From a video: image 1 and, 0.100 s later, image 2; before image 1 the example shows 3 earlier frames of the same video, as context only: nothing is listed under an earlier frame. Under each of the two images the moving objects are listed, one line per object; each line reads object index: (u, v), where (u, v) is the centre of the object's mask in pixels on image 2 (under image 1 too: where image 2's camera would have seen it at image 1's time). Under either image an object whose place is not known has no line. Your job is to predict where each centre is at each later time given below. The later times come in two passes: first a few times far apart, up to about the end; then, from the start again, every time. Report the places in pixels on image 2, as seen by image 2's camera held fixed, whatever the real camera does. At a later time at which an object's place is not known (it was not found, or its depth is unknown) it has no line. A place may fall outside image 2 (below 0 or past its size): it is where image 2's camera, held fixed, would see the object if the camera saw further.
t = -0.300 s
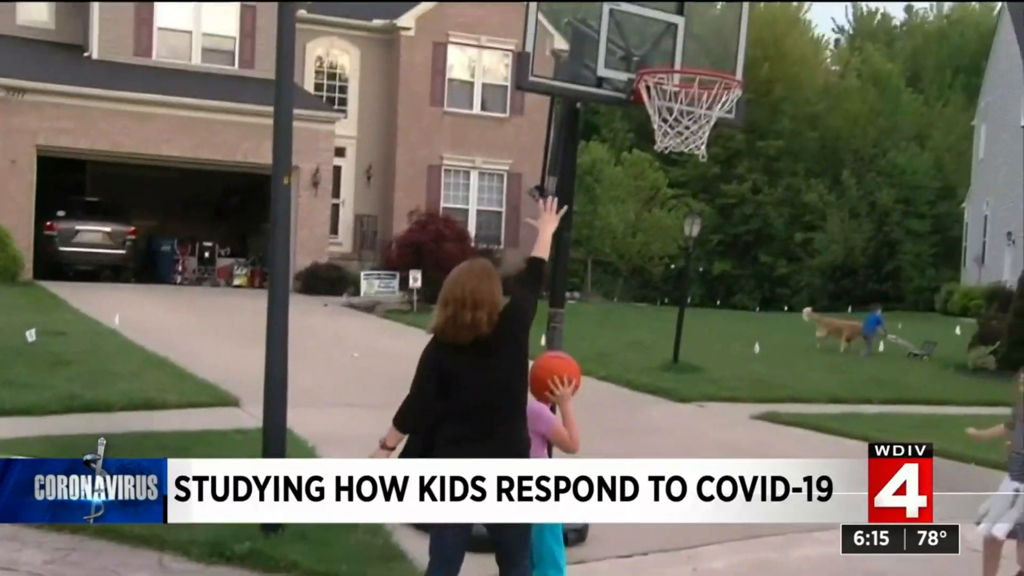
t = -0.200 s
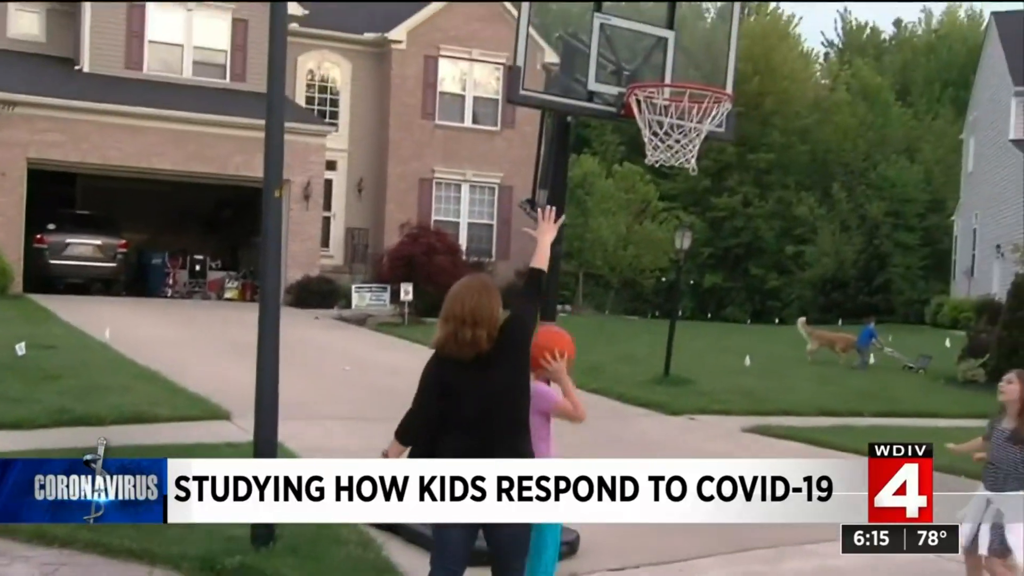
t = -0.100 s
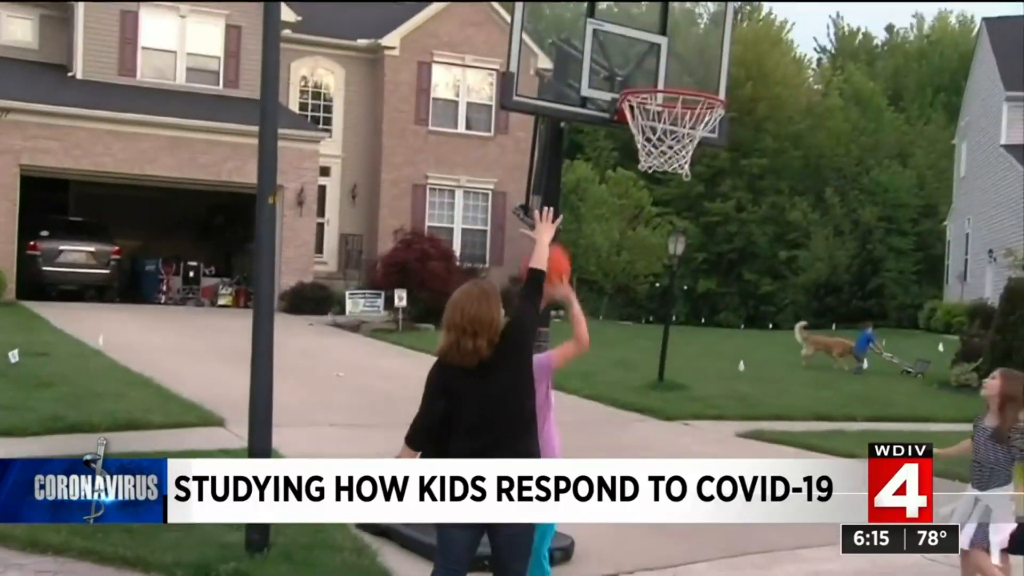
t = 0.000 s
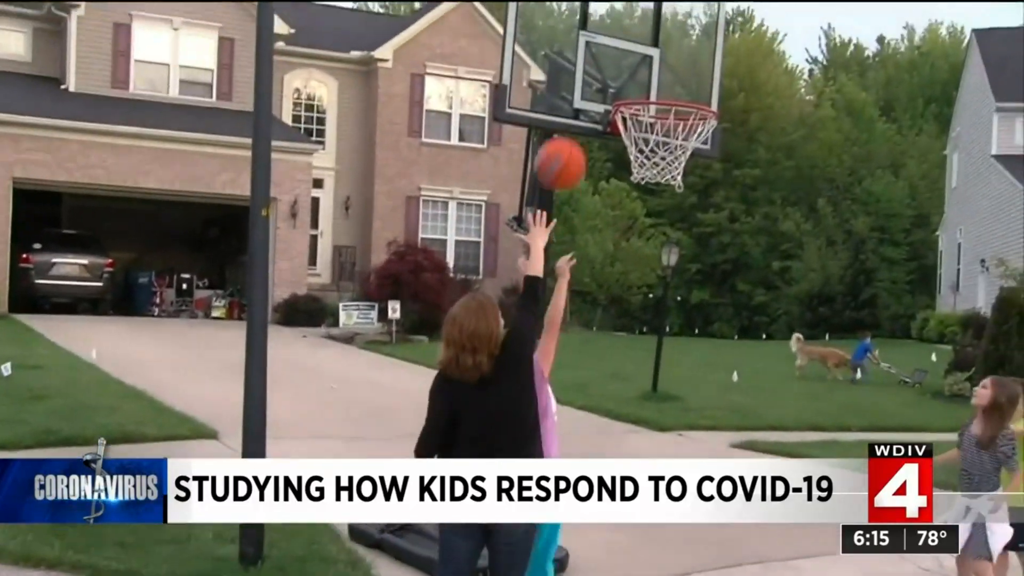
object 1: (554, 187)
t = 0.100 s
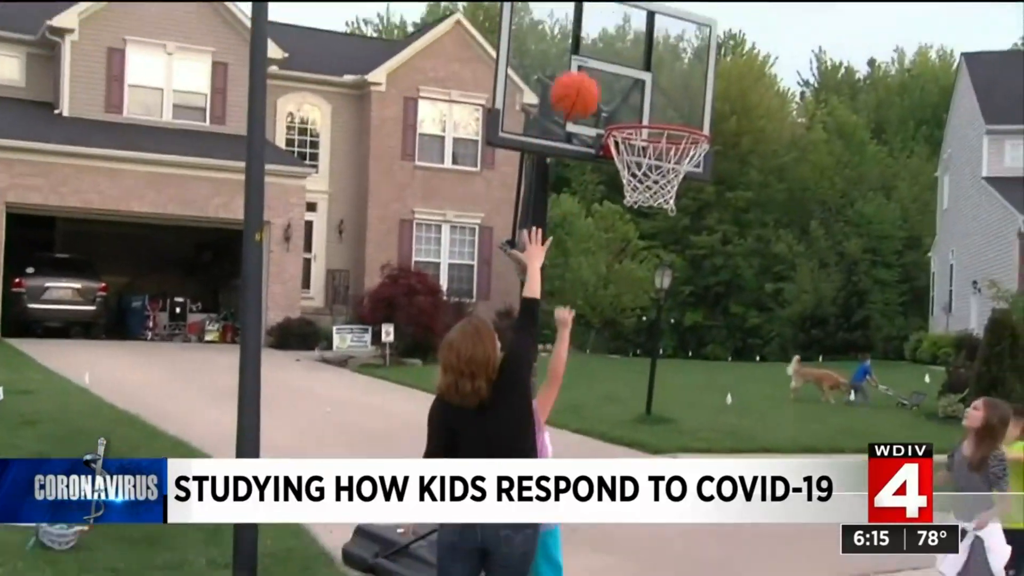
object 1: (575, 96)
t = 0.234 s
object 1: (599, 13)
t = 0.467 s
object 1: (639, -21)
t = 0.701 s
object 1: (673, 28)
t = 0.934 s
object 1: (653, 119)
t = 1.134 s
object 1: (659, 165)
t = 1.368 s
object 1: (665, 199)
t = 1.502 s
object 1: (652, 234)
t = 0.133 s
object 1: (581, 71)
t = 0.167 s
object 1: (587, 50)
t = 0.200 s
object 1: (593, 30)
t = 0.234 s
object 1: (599, 13)
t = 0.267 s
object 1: (605, 0)
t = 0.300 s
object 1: (611, -11)
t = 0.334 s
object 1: (616, -16)
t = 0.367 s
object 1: (622, -19)
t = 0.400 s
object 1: (627, -21)
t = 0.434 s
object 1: (633, -22)
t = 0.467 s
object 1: (639, -21)
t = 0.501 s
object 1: (644, -19)
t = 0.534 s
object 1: (649, -17)
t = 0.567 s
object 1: (654, -13)
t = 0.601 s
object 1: (659, -8)
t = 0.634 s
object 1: (664, -1)
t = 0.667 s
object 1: (669, 12)
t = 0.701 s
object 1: (673, 28)
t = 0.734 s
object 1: (678, 46)
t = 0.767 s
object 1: (682, 66)
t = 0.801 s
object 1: (686, 88)
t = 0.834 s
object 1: (690, 111)
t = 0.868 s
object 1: (685, 118)
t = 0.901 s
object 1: (671, 116)
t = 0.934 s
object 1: (653, 119)
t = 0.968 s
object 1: (639, 129)
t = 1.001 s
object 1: (633, 132)
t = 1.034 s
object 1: (637, 140)
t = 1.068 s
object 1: (644, 150)
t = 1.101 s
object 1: (650, 157)
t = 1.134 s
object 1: (659, 165)
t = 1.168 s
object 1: (660, 184)
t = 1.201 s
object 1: (665, 188)
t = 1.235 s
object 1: (668, 190)
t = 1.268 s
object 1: (669, 192)
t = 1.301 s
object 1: (668, 192)
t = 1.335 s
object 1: (667, 193)
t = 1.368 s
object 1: (665, 199)
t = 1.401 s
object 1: (663, 203)
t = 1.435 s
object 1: (659, 214)
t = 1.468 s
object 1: (656, 222)
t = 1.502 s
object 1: (652, 234)
